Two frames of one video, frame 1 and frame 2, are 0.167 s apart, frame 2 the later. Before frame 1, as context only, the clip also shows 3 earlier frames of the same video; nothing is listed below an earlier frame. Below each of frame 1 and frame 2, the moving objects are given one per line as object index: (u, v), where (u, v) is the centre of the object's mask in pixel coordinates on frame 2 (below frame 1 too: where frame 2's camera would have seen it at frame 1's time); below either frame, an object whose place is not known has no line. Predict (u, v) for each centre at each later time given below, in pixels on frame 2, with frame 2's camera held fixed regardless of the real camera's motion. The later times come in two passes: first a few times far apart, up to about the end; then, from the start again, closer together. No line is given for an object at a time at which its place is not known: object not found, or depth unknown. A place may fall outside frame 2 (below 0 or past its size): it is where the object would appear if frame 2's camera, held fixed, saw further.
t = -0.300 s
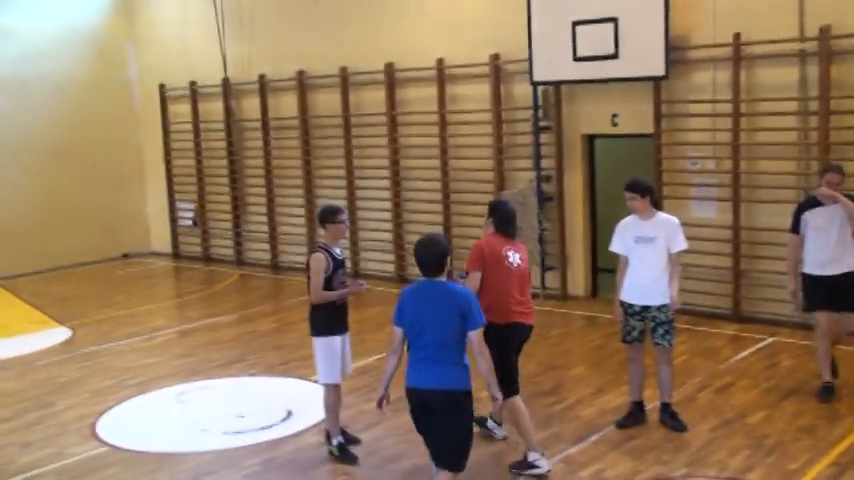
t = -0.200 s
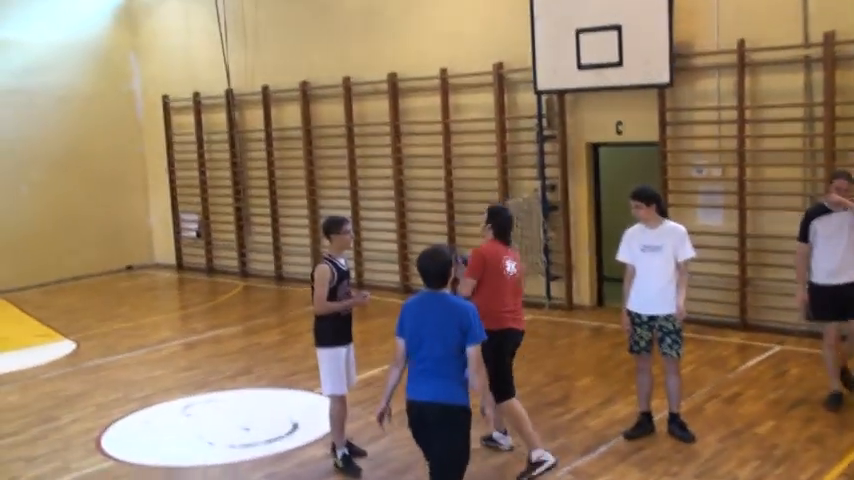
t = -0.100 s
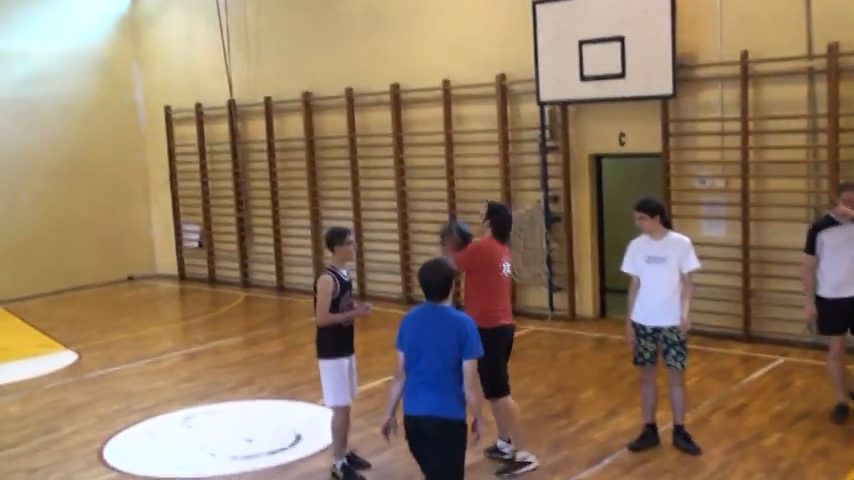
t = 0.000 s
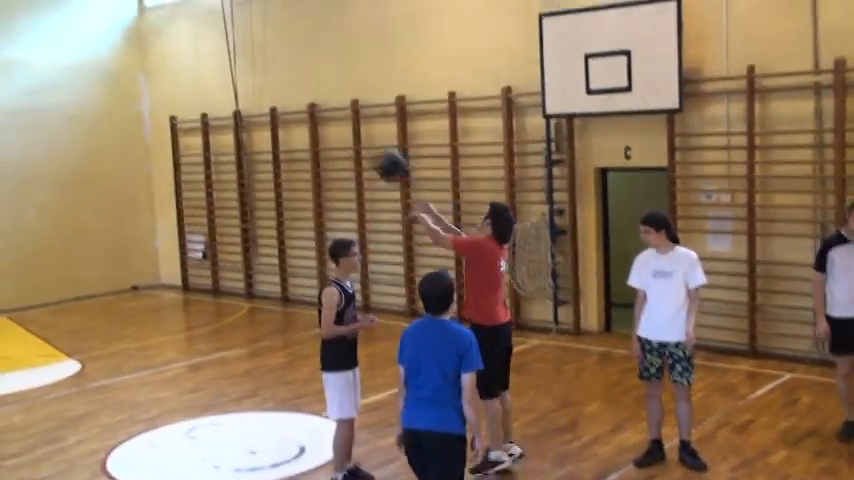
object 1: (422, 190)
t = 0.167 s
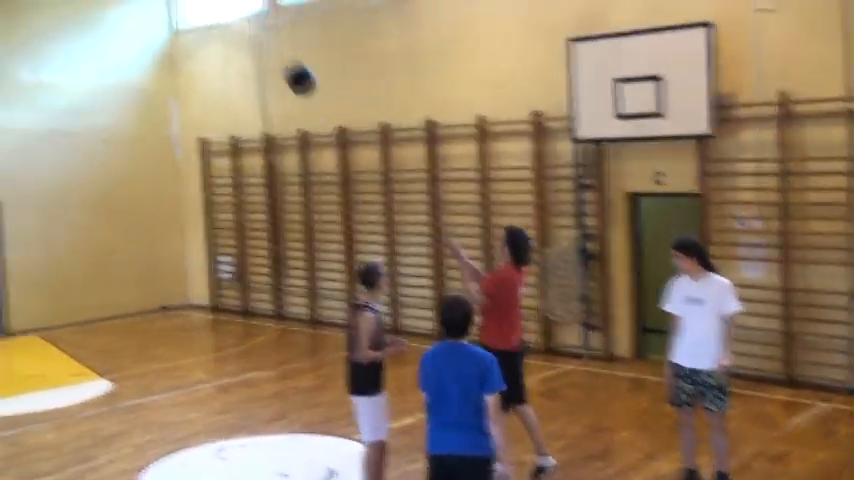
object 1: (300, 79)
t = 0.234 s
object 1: (257, 48)
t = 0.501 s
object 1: (121, -5)
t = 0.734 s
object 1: (25, 10)
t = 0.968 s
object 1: (-34, 70)
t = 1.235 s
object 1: (-90, 171)
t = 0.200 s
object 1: (278, 63)
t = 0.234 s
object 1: (257, 48)
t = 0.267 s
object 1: (240, 38)
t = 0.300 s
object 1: (219, 28)
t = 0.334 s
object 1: (201, 18)
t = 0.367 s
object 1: (184, 11)
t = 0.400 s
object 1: (167, 4)
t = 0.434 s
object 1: (150, 0)
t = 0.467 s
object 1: (137, -3)
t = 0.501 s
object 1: (121, -5)
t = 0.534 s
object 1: (104, -6)
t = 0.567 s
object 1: (95, -6)
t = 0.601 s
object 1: (79, -5)
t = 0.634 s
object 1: (63, -2)
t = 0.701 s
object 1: (41, 5)
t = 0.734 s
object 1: (25, 10)
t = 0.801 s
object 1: (9, 24)
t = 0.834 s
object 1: (-4, 32)
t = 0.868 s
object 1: (-7, 41)
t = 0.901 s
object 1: (-17, 49)
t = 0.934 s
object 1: (-27, 60)
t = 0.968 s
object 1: (-34, 70)
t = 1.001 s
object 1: (-42, 81)
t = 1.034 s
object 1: (-50, 93)
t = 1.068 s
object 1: (-56, 105)
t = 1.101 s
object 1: (-63, 117)
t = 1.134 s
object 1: (-71, 130)
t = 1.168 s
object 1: (-77, 143)
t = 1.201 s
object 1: (-84, 157)
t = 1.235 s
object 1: (-90, 171)
